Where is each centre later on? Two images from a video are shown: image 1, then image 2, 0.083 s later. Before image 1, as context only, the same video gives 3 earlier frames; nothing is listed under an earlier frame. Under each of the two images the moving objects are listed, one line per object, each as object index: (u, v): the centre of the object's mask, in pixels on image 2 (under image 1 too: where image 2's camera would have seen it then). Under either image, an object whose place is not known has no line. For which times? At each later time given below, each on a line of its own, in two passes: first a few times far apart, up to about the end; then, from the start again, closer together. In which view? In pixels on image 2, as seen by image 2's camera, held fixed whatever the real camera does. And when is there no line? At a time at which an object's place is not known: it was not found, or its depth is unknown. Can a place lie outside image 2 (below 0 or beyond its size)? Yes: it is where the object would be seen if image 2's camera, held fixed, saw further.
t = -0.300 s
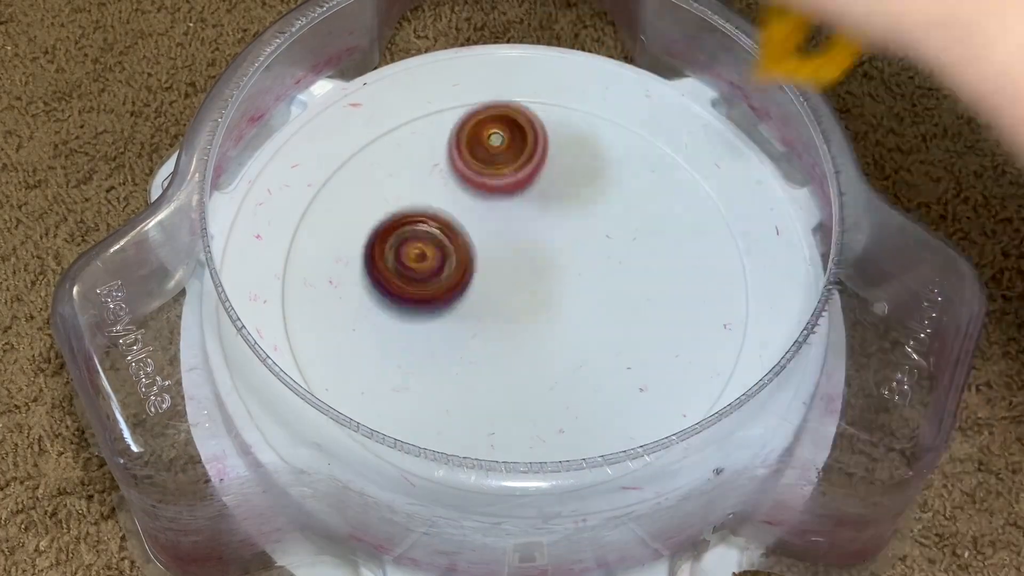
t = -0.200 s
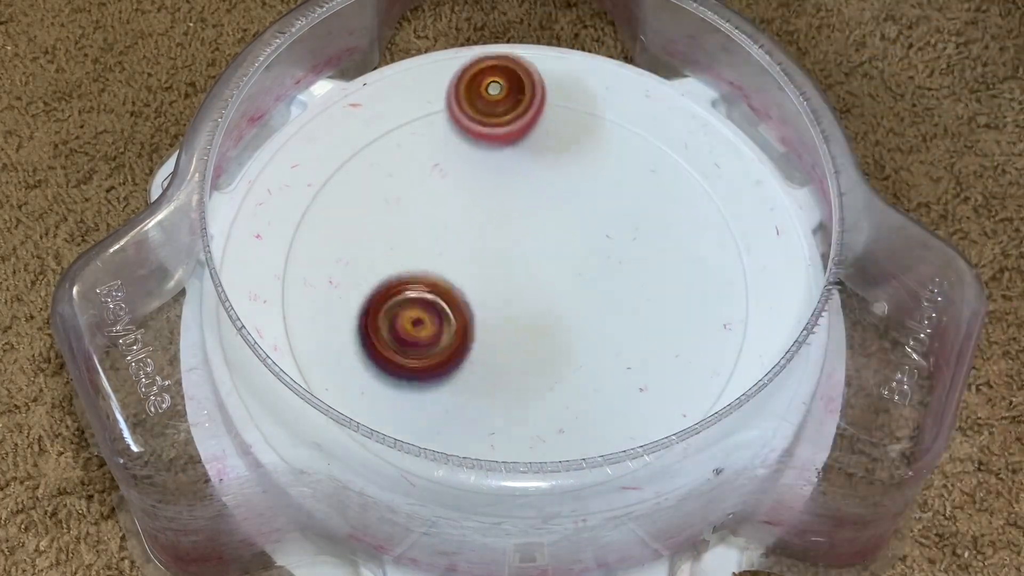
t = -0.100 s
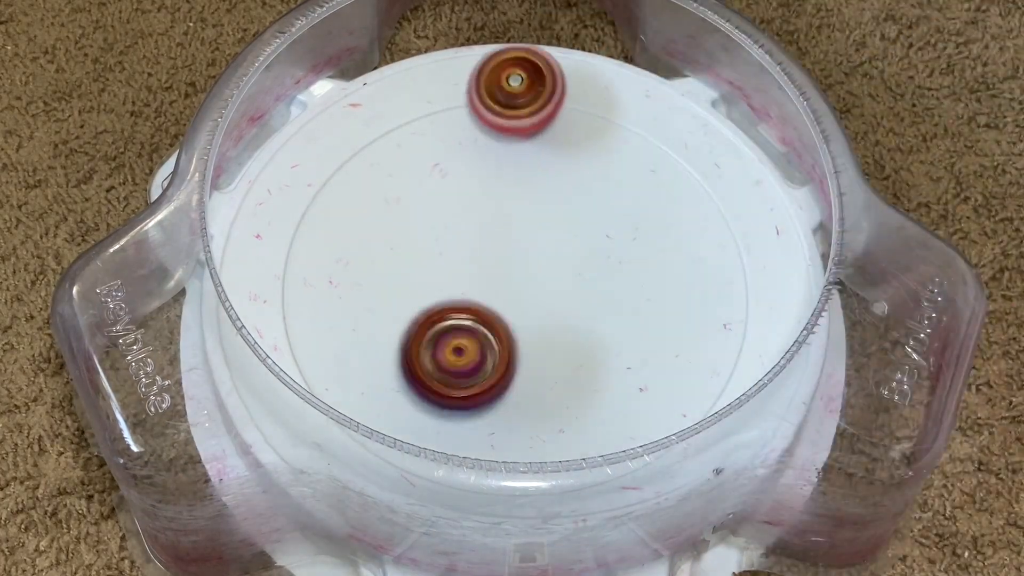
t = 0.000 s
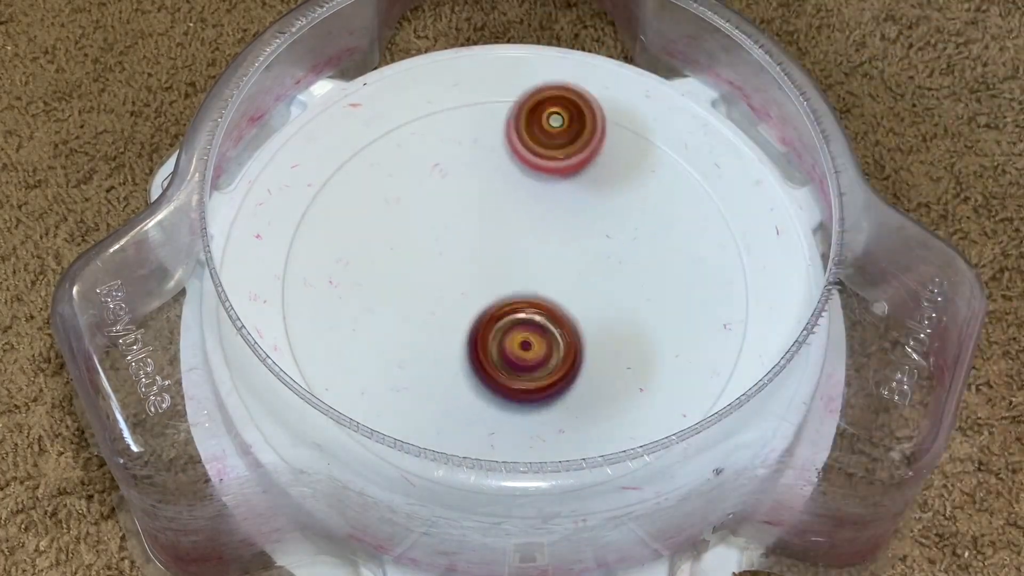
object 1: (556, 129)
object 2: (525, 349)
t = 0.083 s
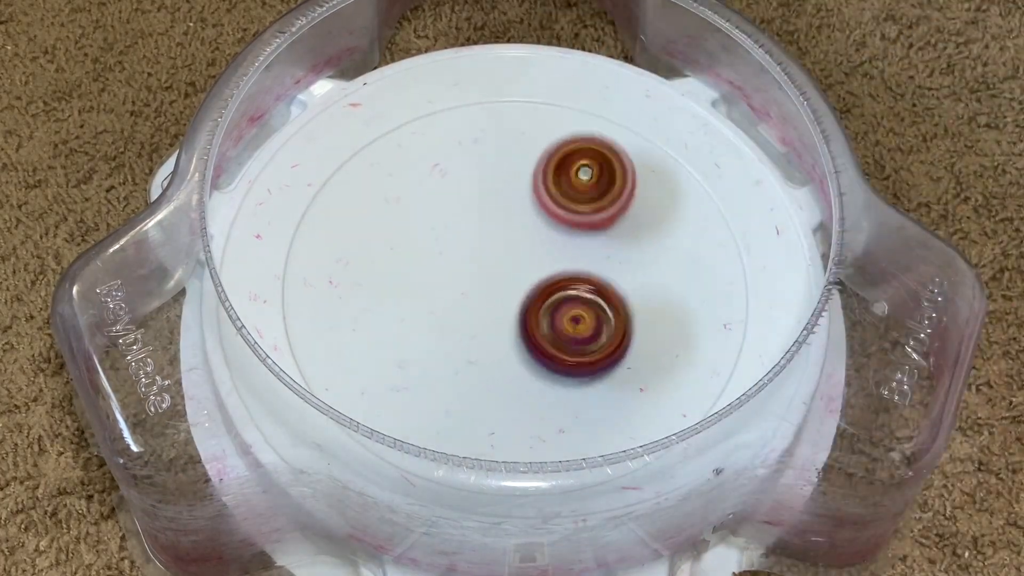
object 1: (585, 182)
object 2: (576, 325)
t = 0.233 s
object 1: (506, 156)
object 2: (668, 389)
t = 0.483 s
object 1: (410, 136)
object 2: (564, 377)
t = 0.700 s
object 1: (411, 155)
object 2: (483, 358)
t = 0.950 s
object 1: (482, 140)
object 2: (588, 433)
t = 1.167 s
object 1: (521, 264)
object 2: (628, 359)
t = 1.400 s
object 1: (361, 337)
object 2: (610, 295)
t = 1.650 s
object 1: (322, 247)
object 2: (448, 311)
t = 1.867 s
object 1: (454, 177)
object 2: (351, 358)
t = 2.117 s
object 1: (604, 315)
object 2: (417, 382)
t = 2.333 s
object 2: (490, 323)
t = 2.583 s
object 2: (448, 196)
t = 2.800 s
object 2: (426, 103)
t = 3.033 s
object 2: (579, 70)
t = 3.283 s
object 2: (620, 231)
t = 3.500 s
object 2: (532, 313)
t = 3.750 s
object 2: (502, 218)
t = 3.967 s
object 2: (600, 168)
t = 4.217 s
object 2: (674, 91)
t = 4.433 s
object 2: (664, 119)
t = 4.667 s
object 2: (603, 237)
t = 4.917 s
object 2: (576, 364)
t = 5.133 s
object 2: (587, 395)
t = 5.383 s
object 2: (543, 376)
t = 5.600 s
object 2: (446, 342)
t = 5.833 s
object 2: (304, 207)
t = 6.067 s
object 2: (430, 86)
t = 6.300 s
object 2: (567, 54)
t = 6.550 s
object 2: (570, 235)
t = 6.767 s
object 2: (502, 309)
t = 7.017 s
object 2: (508, 242)
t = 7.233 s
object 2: (589, 225)
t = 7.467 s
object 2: (584, 199)
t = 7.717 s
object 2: (515, 267)
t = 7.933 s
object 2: (522, 362)
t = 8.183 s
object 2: (589, 352)
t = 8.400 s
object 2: (524, 255)
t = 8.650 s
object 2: (369, 230)
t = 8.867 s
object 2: (352, 146)
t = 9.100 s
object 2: (507, 154)
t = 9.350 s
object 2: (621, 218)
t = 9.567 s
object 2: (617, 221)
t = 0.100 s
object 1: (586, 196)
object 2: (585, 319)
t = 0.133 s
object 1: (585, 219)
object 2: (600, 307)
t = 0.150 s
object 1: (578, 220)
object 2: (612, 318)
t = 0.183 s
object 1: (551, 194)
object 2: (641, 354)
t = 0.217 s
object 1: (521, 168)
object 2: (662, 382)
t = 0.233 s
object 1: (506, 156)
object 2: (668, 389)
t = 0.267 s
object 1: (478, 130)
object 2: (685, 417)
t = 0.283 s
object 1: (465, 117)
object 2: (685, 419)
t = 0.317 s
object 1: (443, 94)
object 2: (676, 424)
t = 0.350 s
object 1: (430, 87)
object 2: (658, 415)
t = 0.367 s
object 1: (425, 89)
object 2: (649, 413)
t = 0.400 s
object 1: (417, 96)
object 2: (627, 401)
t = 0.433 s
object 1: (412, 110)
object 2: (605, 396)
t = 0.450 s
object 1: (411, 118)
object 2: (591, 391)
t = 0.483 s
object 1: (410, 136)
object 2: (564, 377)
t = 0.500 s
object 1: (411, 145)
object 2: (550, 369)
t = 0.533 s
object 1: (416, 166)
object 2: (523, 353)
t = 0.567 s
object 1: (422, 188)
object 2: (497, 332)
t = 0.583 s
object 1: (426, 200)
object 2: (486, 321)
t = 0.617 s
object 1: (432, 218)
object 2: (468, 301)
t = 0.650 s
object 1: (425, 195)
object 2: (472, 320)
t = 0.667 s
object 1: (421, 182)
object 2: (474, 335)
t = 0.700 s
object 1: (411, 155)
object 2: (483, 358)
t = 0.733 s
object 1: (404, 129)
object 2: (494, 383)
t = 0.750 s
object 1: (402, 117)
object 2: (499, 394)
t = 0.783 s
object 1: (408, 104)
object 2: (515, 407)
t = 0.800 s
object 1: (414, 105)
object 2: (522, 414)
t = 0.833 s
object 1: (427, 110)
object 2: (536, 420)
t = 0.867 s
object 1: (442, 116)
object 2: (551, 424)
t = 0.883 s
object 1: (450, 120)
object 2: (559, 425)
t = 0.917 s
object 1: (466, 129)
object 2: (573, 439)
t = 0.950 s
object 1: (482, 140)
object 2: (588, 433)
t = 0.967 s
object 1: (489, 146)
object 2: (594, 435)
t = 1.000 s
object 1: (501, 160)
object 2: (603, 418)
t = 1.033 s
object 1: (511, 177)
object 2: (613, 411)
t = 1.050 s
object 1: (515, 186)
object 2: (618, 407)
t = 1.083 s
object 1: (520, 206)
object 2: (626, 398)
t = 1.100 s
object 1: (522, 218)
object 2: (627, 392)
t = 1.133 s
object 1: (523, 240)
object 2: (629, 376)
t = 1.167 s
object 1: (521, 264)
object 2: (628, 359)
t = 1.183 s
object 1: (519, 276)
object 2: (626, 352)
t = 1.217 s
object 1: (513, 299)
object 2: (620, 337)
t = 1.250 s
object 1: (493, 315)
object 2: (623, 324)
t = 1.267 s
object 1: (478, 320)
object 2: (627, 322)
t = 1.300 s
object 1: (448, 329)
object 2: (630, 312)
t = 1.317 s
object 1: (433, 333)
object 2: (629, 310)
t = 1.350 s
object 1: (403, 337)
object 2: (624, 303)
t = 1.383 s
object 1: (375, 338)
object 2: (616, 297)
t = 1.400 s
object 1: (361, 337)
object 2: (610, 295)
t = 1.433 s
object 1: (337, 333)
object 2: (596, 292)
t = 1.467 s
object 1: (317, 325)
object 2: (577, 292)
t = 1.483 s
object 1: (310, 319)
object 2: (566, 292)
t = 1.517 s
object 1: (297, 308)
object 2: (544, 294)
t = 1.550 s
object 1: (290, 294)
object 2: (521, 296)
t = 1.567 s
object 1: (292, 287)
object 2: (509, 298)
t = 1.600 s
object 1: (302, 271)
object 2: (484, 304)
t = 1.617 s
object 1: (308, 263)
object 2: (471, 306)
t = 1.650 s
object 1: (322, 247)
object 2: (448, 311)
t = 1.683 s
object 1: (340, 231)
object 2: (425, 318)
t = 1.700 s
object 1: (350, 222)
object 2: (415, 322)
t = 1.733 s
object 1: (369, 207)
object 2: (396, 329)
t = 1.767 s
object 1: (390, 193)
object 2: (379, 337)
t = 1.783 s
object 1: (400, 188)
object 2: (372, 341)
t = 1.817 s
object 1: (420, 179)
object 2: (359, 349)
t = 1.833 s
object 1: (431, 177)
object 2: (355, 352)
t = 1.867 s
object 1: (454, 177)
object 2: (351, 358)
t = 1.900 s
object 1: (479, 183)
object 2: (352, 363)
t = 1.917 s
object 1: (491, 189)
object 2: (354, 365)
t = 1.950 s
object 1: (515, 202)
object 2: (358, 370)
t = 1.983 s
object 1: (538, 220)
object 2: (365, 374)
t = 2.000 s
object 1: (549, 230)
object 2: (370, 376)
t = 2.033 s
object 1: (569, 252)
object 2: (380, 380)
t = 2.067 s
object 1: (586, 277)
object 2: (393, 382)
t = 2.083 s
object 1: (593, 289)
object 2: (401, 382)
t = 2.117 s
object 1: (604, 315)
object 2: (417, 382)
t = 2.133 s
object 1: (608, 329)
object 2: (425, 381)
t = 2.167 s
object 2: (441, 376)
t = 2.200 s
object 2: (456, 369)
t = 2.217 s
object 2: (462, 365)
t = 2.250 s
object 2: (473, 355)
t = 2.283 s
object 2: (482, 343)
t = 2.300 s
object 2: (486, 337)
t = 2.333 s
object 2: (490, 323)
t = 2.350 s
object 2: (491, 315)
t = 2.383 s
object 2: (492, 298)
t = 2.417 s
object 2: (489, 280)
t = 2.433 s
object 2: (487, 271)
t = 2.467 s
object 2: (482, 254)
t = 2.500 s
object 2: (474, 236)
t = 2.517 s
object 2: (469, 228)
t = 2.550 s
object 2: (459, 211)
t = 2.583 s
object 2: (448, 196)
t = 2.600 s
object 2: (442, 190)
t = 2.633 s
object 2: (430, 177)
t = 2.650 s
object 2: (423, 172)
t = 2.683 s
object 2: (411, 163)
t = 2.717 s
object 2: (398, 156)
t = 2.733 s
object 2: (392, 154)
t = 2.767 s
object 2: (403, 130)
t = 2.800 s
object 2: (426, 103)
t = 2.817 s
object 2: (438, 91)
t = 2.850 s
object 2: (461, 73)
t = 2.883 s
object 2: (485, 65)
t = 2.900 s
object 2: (498, 63)
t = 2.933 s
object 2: (521, 61)
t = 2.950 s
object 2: (532, 61)
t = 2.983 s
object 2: (552, 63)
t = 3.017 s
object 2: (571, 67)
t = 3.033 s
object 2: (579, 70)
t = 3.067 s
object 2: (596, 82)
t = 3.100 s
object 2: (609, 97)
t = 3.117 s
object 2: (613, 107)
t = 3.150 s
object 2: (622, 129)
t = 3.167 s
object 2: (624, 141)
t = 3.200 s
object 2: (627, 167)
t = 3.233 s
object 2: (626, 193)
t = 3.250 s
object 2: (625, 206)
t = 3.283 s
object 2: (620, 231)
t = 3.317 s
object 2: (613, 255)
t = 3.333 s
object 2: (608, 269)
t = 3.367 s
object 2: (597, 292)
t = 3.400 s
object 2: (586, 313)
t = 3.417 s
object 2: (580, 321)
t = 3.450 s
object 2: (563, 329)
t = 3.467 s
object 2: (553, 324)
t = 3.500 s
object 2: (532, 313)
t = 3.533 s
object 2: (515, 299)
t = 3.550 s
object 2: (507, 293)
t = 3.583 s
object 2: (497, 278)
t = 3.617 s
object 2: (489, 264)
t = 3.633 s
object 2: (487, 257)
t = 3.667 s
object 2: (485, 245)
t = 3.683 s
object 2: (486, 240)
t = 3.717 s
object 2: (492, 229)
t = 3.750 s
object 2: (502, 218)
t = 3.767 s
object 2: (508, 214)
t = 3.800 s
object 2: (521, 205)
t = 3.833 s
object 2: (537, 198)
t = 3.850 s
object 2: (546, 194)
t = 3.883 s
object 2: (563, 187)
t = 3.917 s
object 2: (579, 178)
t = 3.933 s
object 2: (586, 175)
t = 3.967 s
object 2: (600, 168)
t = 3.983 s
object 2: (607, 164)
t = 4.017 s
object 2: (617, 157)
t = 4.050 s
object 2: (623, 151)
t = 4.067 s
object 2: (625, 150)
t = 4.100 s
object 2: (630, 145)
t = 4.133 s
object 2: (653, 121)
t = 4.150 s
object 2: (660, 111)
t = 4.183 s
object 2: (669, 99)
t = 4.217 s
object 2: (674, 91)
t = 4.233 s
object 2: (678, 89)
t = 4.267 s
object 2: (677, 90)
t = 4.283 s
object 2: (677, 91)
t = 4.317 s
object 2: (674, 94)
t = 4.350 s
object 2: (672, 100)
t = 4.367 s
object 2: (671, 103)
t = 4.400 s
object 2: (667, 110)
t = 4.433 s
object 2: (664, 119)
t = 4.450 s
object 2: (661, 125)
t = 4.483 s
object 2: (656, 138)
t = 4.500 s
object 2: (651, 144)
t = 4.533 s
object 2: (642, 160)
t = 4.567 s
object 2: (633, 177)
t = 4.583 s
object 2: (628, 186)
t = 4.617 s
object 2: (617, 206)
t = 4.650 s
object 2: (608, 227)
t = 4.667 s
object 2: (603, 237)
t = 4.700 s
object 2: (595, 258)
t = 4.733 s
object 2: (588, 278)
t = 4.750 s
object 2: (584, 287)
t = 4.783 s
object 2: (578, 308)
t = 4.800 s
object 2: (576, 316)
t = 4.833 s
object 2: (575, 333)
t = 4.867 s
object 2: (573, 347)
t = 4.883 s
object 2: (573, 353)
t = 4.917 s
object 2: (576, 364)
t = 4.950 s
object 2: (577, 373)
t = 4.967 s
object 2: (579, 376)
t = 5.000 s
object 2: (583, 383)
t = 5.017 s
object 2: (584, 386)
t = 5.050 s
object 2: (586, 390)
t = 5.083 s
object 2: (588, 393)
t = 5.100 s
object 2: (588, 394)
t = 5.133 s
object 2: (587, 395)
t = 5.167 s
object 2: (586, 395)
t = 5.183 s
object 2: (585, 395)
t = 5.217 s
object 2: (581, 394)
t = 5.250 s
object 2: (577, 392)
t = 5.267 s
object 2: (573, 390)
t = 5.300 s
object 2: (567, 387)
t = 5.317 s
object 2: (563, 385)
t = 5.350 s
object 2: (553, 381)
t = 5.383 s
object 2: (543, 376)
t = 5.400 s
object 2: (537, 374)
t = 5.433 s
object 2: (523, 369)
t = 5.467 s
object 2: (509, 364)
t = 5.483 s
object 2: (501, 362)
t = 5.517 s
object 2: (485, 356)
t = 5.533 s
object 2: (478, 352)
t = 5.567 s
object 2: (461, 347)
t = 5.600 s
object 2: (446, 342)
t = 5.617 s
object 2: (437, 339)
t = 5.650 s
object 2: (407, 314)
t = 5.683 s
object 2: (379, 289)
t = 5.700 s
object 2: (367, 277)
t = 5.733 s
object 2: (345, 255)
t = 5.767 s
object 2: (327, 236)
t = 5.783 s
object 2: (319, 228)
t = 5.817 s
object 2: (307, 213)
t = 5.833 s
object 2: (304, 207)
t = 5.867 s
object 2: (312, 202)
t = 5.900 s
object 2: (325, 186)
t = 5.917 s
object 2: (331, 177)
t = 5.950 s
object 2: (348, 161)
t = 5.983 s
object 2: (369, 148)
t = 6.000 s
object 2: (381, 135)
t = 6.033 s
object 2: (404, 110)
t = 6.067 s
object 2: (430, 86)
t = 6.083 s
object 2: (443, 77)
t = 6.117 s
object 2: (463, 62)
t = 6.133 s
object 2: (475, 54)
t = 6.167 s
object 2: (495, 43)
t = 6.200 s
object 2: (514, 41)
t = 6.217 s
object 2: (526, 40)
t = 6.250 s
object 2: (542, 42)
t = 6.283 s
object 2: (559, 49)
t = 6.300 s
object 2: (567, 54)
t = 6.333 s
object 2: (580, 70)
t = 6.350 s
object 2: (584, 77)
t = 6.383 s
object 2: (592, 96)
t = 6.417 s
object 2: (596, 121)
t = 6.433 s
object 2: (597, 137)
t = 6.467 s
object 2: (592, 166)
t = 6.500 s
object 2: (586, 193)
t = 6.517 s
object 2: (582, 208)
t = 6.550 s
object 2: (570, 235)
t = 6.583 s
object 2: (559, 260)
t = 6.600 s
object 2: (551, 270)
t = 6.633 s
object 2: (538, 289)
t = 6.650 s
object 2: (532, 297)
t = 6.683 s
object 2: (518, 310)
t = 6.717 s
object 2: (509, 315)
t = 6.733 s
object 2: (507, 314)
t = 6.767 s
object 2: (502, 309)
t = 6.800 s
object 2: (499, 299)
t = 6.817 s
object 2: (498, 295)
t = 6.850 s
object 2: (495, 282)
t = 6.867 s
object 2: (494, 275)
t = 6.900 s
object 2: (489, 261)
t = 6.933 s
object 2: (484, 246)
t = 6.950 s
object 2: (481, 240)
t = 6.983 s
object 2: (493, 241)
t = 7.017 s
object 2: (508, 242)
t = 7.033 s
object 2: (515, 243)
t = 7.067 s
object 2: (531, 244)
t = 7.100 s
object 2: (545, 242)
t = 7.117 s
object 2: (552, 241)
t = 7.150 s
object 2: (565, 238)
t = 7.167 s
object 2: (571, 236)
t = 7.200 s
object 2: (581, 231)
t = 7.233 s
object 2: (589, 225)
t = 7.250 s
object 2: (594, 221)
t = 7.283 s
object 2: (599, 215)
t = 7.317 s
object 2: (601, 209)
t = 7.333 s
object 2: (601, 207)
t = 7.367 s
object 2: (600, 202)
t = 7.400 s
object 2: (596, 200)
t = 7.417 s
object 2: (593, 199)
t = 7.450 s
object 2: (587, 199)
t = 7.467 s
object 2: (584, 199)
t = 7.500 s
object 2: (574, 202)
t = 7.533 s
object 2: (564, 206)
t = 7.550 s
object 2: (560, 209)
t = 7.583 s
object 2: (549, 217)
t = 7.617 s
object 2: (539, 227)
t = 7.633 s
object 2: (535, 233)
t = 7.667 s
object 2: (525, 246)
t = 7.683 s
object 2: (521, 252)
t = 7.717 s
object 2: (515, 267)
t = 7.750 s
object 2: (510, 282)
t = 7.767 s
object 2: (508, 289)
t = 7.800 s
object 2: (506, 307)
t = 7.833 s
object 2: (505, 323)
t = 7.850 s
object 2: (507, 329)
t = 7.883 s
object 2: (513, 345)
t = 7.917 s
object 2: (518, 358)
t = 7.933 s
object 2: (522, 362)
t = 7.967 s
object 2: (534, 372)
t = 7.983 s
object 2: (538, 376)
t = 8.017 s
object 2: (549, 380)
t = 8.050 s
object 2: (561, 380)
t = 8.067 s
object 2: (567, 379)
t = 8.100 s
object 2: (575, 376)
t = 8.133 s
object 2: (583, 368)
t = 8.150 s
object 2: (586, 363)
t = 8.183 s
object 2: (589, 352)
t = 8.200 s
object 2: (589, 345)
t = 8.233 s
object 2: (588, 331)
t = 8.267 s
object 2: (582, 316)
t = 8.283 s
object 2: (578, 307)
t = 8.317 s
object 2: (566, 291)
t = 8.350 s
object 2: (552, 276)
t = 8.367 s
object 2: (544, 269)
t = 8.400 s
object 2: (524, 255)
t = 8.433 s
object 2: (503, 244)
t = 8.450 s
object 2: (493, 240)
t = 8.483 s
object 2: (470, 232)
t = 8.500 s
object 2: (459, 228)
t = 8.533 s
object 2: (436, 224)
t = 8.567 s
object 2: (415, 222)
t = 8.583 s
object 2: (405, 223)
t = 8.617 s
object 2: (385, 226)
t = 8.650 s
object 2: (369, 230)
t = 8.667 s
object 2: (361, 233)
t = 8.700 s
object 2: (349, 243)
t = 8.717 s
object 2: (345, 247)
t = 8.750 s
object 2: (340, 254)
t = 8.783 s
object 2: (344, 225)
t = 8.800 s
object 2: (345, 207)
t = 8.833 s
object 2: (347, 175)
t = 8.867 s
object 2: (352, 146)
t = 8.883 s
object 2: (357, 136)
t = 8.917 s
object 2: (379, 131)
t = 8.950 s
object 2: (403, 129)
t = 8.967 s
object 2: (414, 129)
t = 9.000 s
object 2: (438, 131)
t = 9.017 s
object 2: (450, 134)
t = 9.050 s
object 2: (474, 140)
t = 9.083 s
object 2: (495, 149)
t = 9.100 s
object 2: (507, 154)
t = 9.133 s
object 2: (526, 166)
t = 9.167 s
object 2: (544, 178)
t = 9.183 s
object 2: (552, 183)
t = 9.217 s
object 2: (569, 194)
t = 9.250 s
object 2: (587, 204)
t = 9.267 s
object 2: (594, 208)
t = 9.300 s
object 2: (607, 213)
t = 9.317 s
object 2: (612, 215)
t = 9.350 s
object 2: (621, 218)
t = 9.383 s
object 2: (628, 220)
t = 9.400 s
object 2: (630, 220)
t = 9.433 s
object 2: (632, 222)
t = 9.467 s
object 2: (631, 222)
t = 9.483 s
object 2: (630, 223)
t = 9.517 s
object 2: (626, 222)
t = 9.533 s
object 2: (623, 221)
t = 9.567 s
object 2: (617, 221)
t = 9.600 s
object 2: (608, 218)
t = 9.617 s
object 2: (603, 218)
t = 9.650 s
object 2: (595, 218)
